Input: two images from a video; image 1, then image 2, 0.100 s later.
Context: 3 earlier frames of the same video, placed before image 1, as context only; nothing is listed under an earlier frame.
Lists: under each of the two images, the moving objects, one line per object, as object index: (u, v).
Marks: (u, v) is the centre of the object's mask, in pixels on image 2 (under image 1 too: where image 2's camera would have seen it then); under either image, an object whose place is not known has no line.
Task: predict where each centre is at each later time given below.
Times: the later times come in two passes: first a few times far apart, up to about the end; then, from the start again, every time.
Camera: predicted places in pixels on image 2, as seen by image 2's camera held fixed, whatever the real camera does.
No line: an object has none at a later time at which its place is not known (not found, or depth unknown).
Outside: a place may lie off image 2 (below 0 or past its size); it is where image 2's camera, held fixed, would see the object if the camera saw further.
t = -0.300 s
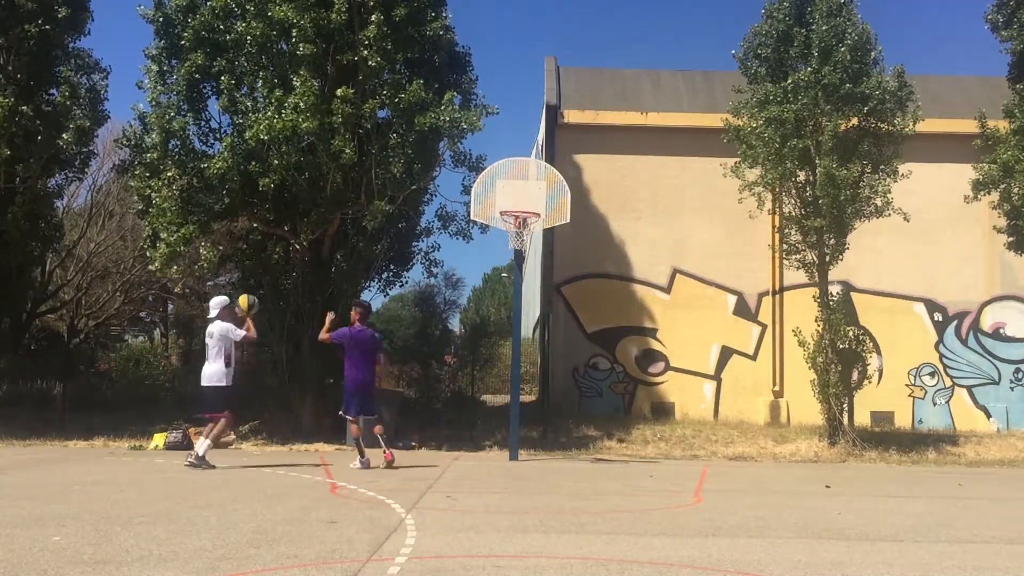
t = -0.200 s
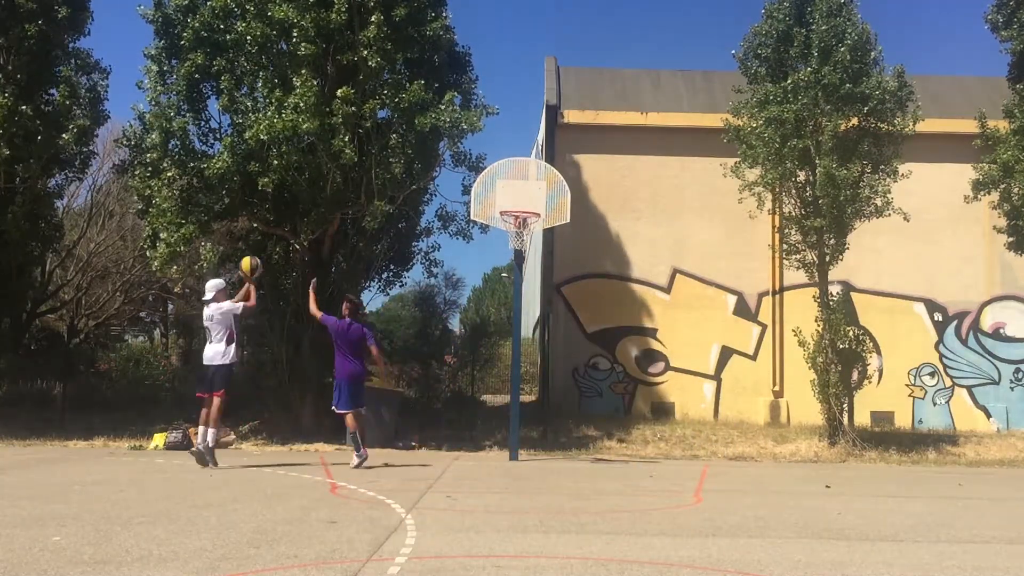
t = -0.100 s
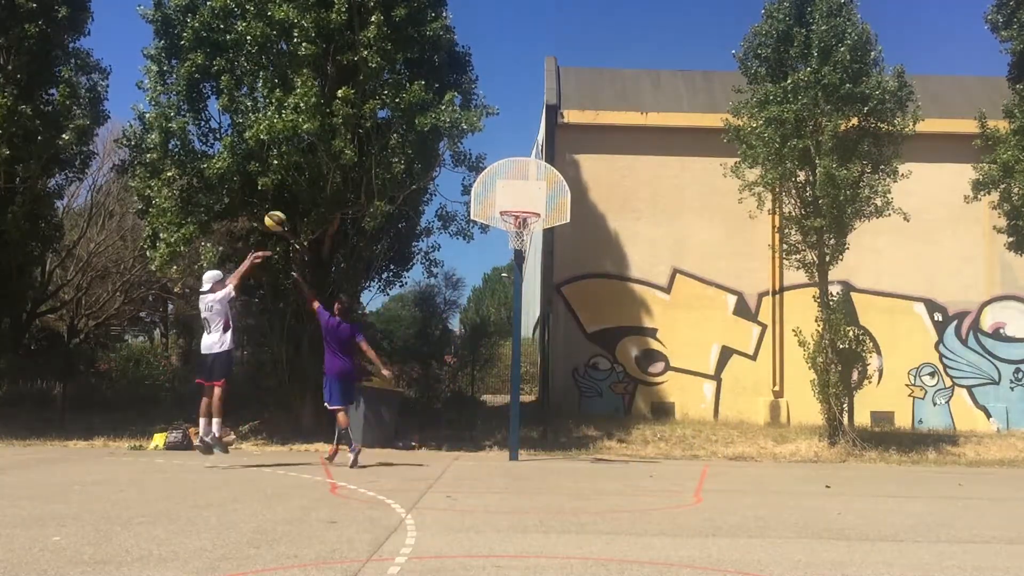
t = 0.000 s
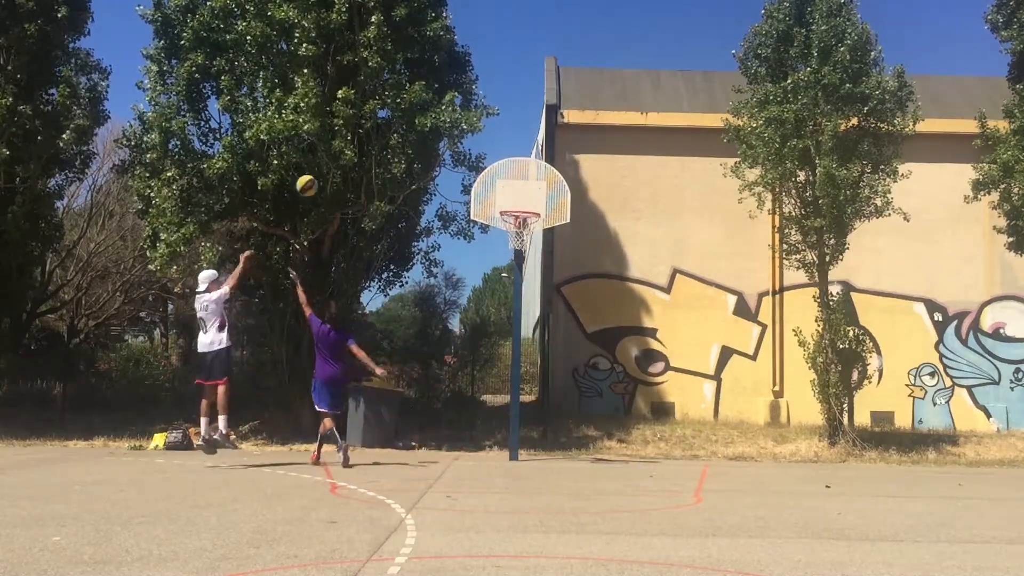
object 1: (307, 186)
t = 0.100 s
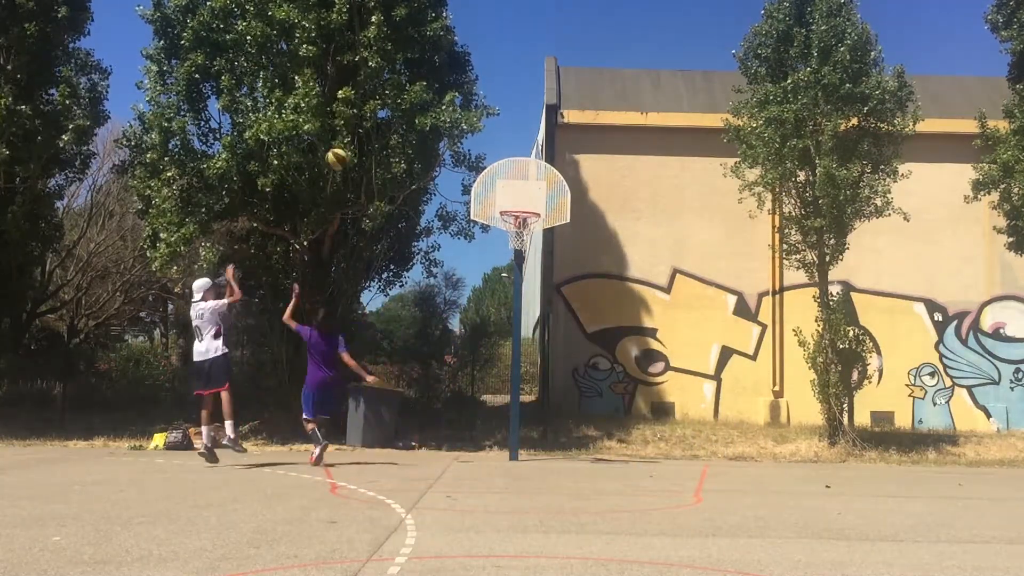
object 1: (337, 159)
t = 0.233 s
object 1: (374, 137)
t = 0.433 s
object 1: (428, 134)
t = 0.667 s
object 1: (485, 171)
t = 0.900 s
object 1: (532, 235)
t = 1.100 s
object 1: (540, 266)
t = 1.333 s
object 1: (550, 341)
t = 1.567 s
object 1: (559, 457)
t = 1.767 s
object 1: (545, 381)
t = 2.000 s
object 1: (527, 334)
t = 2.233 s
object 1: (508, 331)
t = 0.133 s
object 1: (347, 153)
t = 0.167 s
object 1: (356, 146)
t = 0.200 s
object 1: (365, 141)
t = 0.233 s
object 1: (374, 137)
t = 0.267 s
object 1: (384, 134)
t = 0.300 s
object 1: (392, 132)
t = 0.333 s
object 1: (401, 130)
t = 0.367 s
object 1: (410, 131)
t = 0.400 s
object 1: (419, 132)
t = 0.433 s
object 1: (428, 134)
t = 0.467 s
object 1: (435, 136)
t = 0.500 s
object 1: (444, 140)
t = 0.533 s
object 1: (453, 145)
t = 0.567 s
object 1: (462, 149)
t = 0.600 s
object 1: (469, 156)
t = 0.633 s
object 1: (477, 162)
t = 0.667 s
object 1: (485, 171)
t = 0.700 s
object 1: (492, 180)
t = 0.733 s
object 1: (500, 190)
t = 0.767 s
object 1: (508, 202)
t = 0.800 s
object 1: (516, 213)
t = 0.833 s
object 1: (524, 225)
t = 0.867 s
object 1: (530, 234)
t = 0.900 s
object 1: (532, 235)
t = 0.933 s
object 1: (533, 237)
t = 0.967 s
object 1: (534, 242)
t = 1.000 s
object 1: (535, 246)
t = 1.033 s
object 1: (537, 252)
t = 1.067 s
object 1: (539, 258)
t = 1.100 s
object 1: (540, 266)
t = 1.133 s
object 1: (541, 274)
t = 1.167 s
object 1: (543, 283)
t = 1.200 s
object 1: (544, 292)
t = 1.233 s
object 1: (545, 303)
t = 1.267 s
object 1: (546, 315)
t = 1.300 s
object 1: (548, 327)
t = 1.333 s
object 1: (550, 341)
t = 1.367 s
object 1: (551, 356)
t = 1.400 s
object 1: (553, 371)
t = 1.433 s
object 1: (554, 387)
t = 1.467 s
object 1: (555, 404)
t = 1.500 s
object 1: (556, 422)
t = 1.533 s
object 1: (558, 440)
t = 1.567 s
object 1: (559, 457)
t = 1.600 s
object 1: (557, 442)
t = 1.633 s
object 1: (554, 430)
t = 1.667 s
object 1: (552, 416)
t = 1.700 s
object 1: (550, 403)
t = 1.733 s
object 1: (547, 392)
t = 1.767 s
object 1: (545, 381)
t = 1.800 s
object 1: (543, 372)
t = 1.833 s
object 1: (540, 363)
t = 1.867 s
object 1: (537, 356)
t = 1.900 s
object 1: (535, 349)
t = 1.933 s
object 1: (532, 344)
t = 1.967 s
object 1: (530, 339)
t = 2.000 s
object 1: (527, 334)
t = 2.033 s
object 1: (524, 332)
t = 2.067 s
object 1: (522, 329)
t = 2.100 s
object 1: (519, 328)
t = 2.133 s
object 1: (516, 327)
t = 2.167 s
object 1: (513, 328)
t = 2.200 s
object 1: (511, 329)
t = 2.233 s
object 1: (508, 331)
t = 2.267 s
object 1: (504, 333)
